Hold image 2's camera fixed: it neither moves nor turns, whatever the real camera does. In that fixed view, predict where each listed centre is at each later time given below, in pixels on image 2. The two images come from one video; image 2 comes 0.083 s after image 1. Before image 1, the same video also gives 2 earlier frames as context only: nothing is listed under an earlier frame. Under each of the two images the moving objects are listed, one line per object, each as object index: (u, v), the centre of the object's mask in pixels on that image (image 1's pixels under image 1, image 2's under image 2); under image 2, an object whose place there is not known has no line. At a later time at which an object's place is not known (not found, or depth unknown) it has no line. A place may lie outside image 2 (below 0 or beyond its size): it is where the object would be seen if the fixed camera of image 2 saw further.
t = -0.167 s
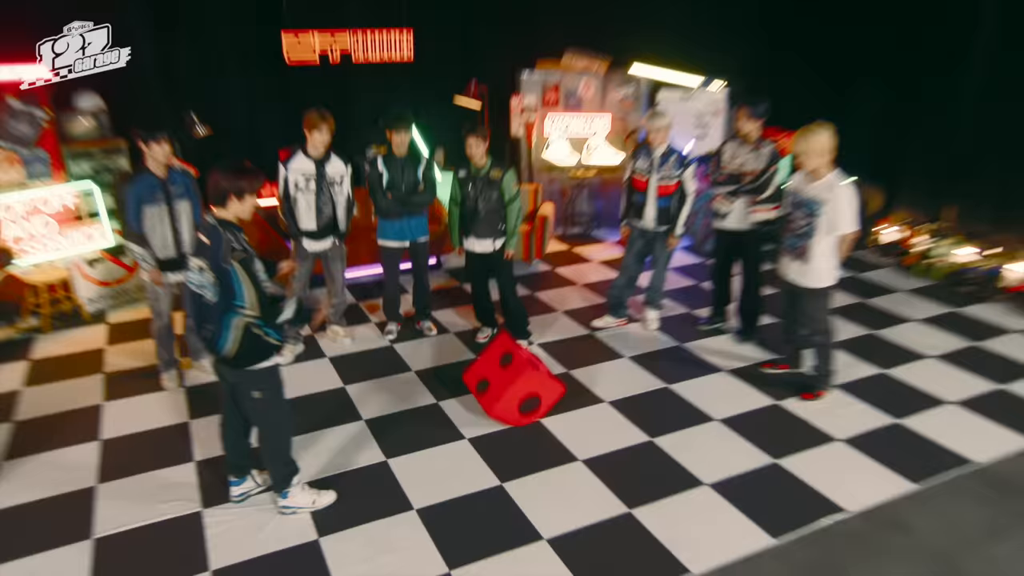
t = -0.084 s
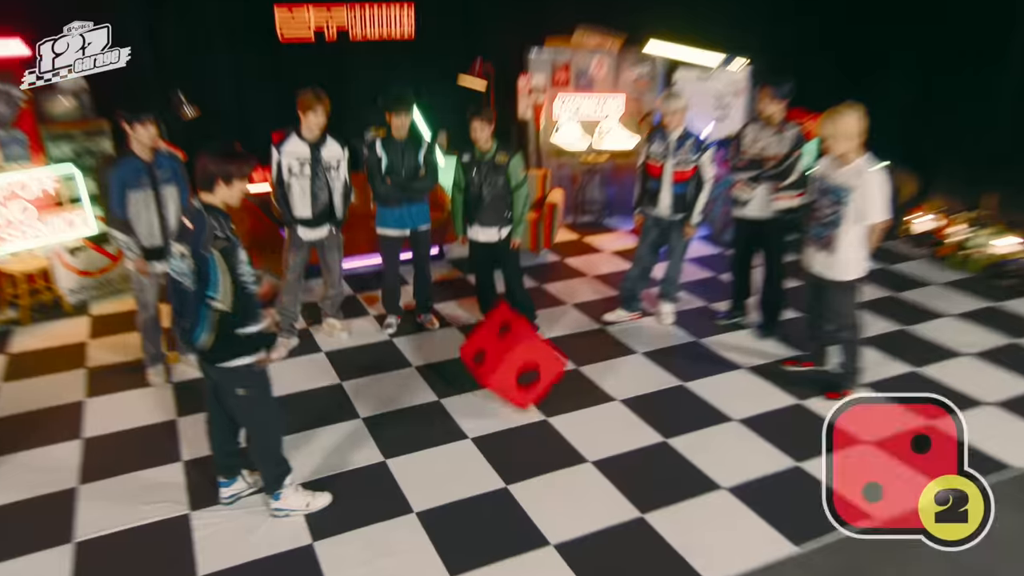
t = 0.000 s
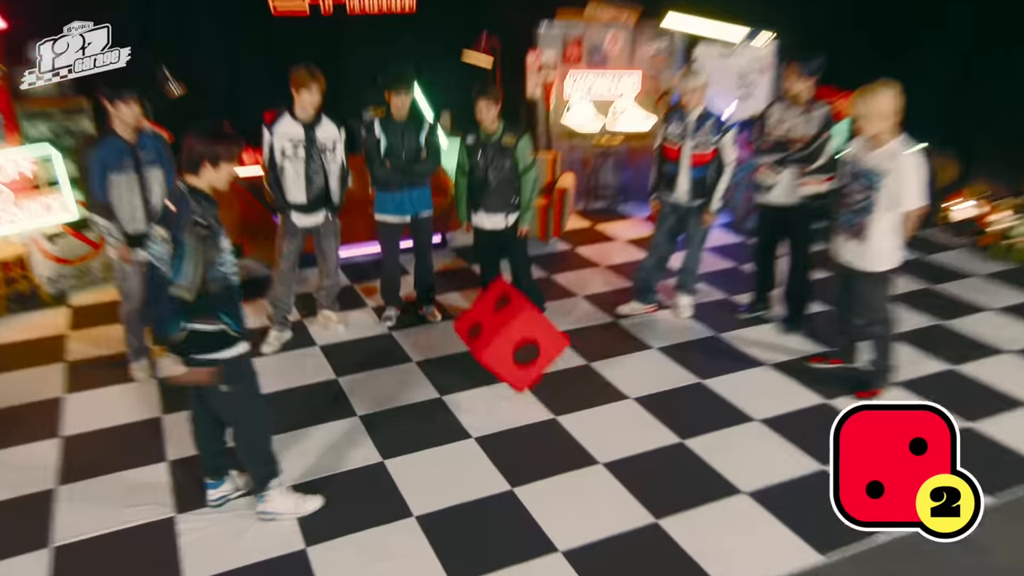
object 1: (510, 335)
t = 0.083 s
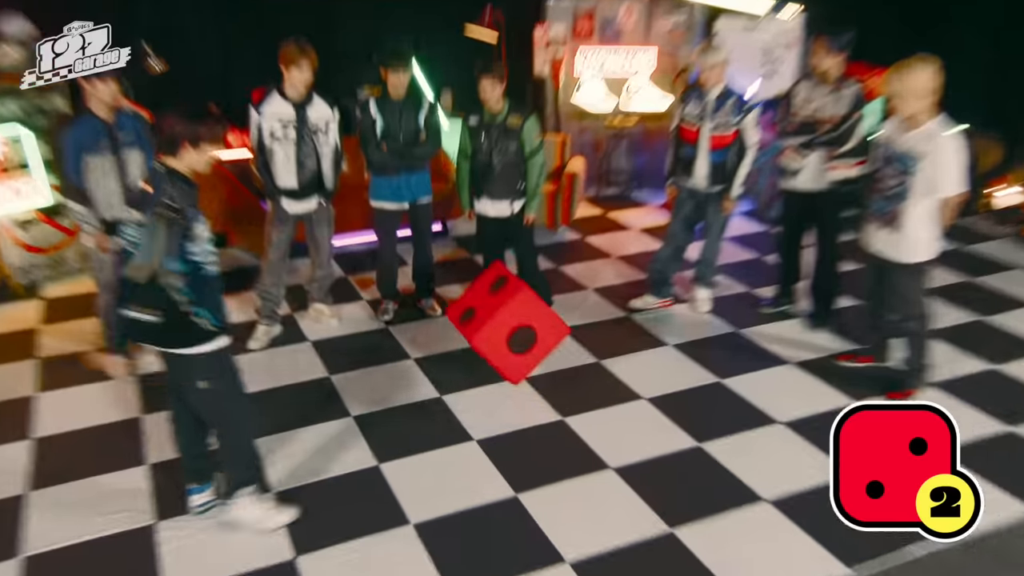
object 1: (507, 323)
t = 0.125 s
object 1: (503, 323)
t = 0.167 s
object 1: (499, 325)
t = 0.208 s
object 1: (494, 330)
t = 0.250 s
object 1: (489, 339)
